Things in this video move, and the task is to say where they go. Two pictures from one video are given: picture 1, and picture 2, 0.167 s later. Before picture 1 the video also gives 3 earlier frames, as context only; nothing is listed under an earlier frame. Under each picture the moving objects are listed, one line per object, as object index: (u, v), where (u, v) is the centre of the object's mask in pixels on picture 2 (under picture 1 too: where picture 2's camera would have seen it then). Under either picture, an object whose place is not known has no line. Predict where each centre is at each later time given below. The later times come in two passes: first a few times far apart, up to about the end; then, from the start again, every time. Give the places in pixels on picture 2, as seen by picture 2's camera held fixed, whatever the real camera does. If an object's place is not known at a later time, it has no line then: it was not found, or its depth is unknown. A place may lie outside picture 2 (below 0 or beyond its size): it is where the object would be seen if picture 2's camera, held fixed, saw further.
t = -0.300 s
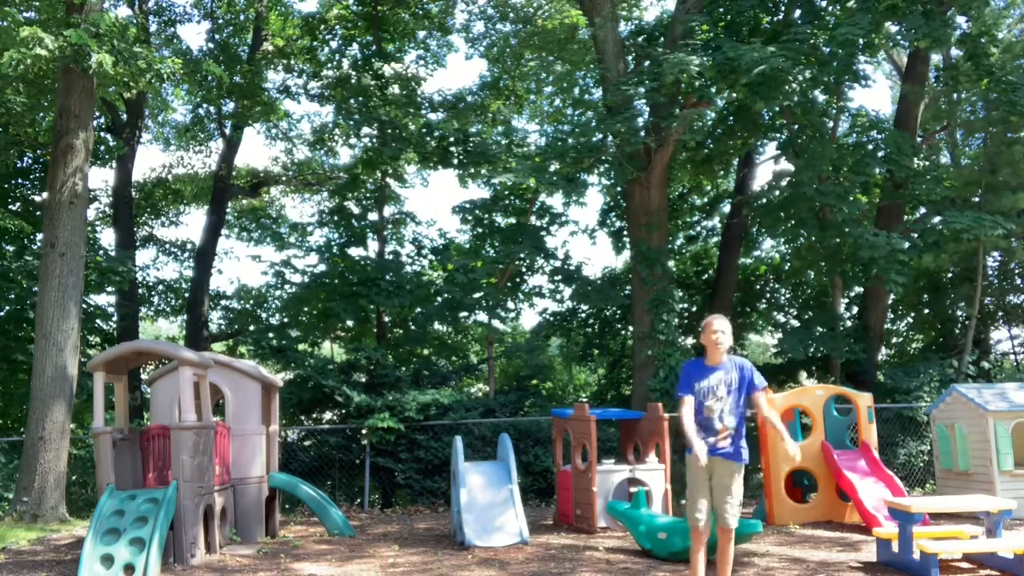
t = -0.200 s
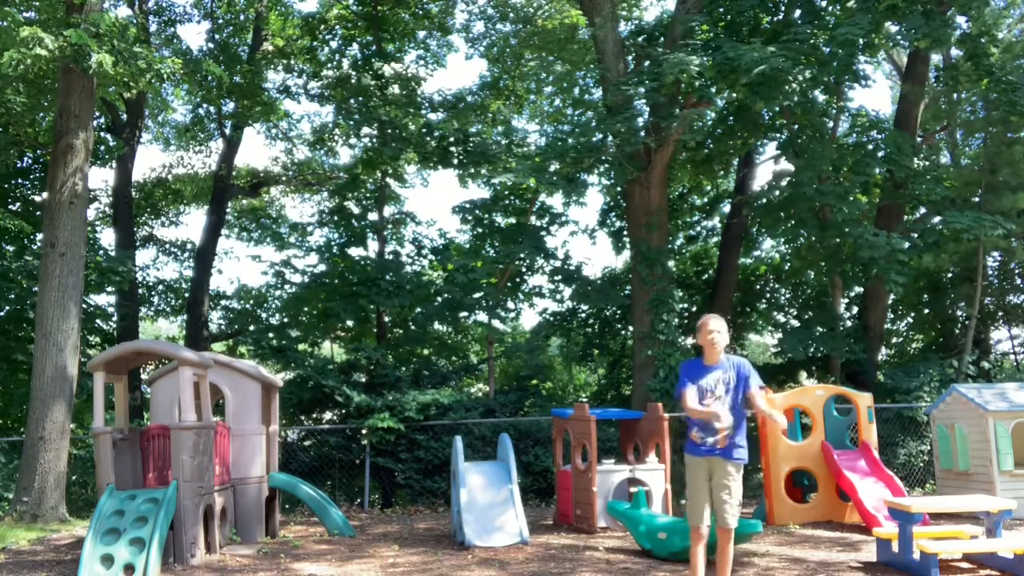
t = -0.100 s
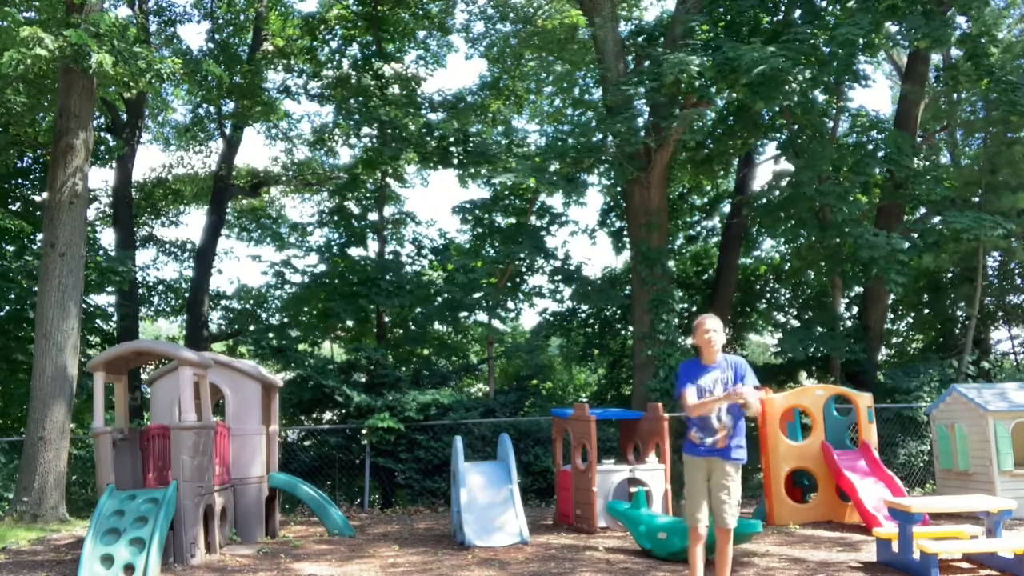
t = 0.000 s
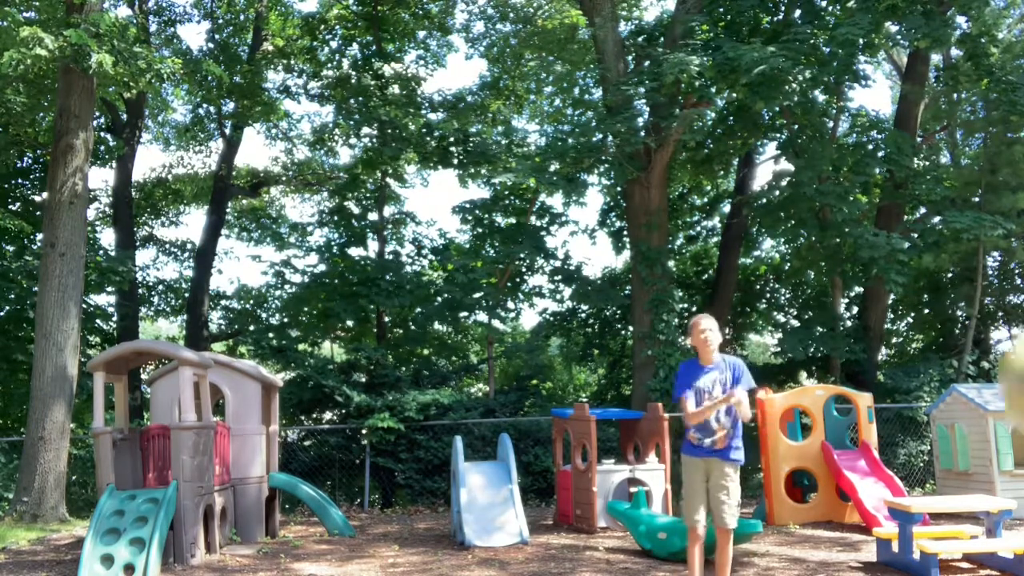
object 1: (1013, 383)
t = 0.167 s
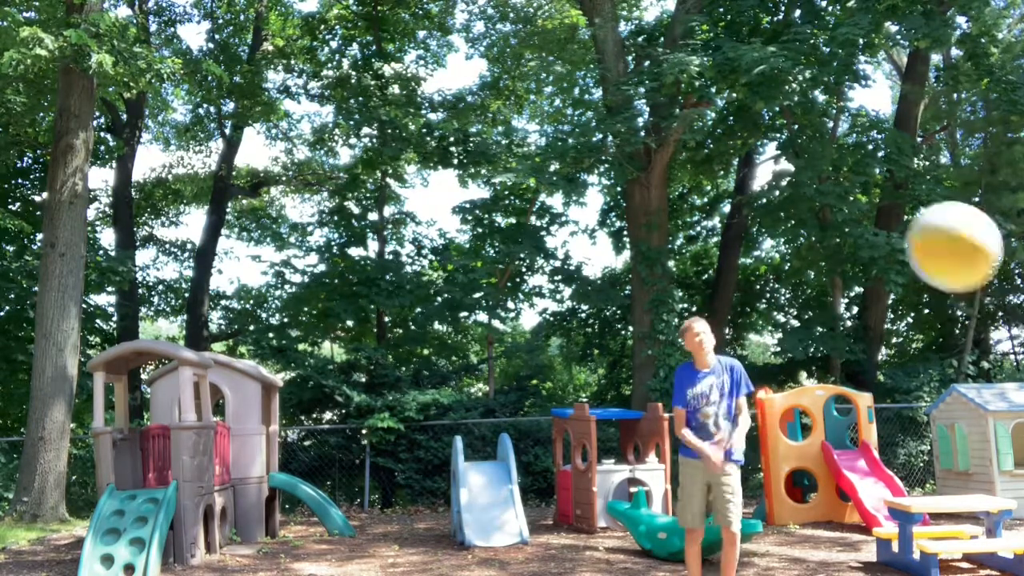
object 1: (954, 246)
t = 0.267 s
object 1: (911, 228)
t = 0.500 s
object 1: (848, 292)
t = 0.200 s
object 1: (938, 236)
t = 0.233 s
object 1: (925, 230)
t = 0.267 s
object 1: (911, 228)
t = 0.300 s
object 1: (900, 230)
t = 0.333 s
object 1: (889, 235)
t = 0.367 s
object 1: (880, 242)
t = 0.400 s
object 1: (871, 252)
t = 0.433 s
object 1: (863, 263)
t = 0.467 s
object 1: (855, 277)
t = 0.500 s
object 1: (848, 292)
